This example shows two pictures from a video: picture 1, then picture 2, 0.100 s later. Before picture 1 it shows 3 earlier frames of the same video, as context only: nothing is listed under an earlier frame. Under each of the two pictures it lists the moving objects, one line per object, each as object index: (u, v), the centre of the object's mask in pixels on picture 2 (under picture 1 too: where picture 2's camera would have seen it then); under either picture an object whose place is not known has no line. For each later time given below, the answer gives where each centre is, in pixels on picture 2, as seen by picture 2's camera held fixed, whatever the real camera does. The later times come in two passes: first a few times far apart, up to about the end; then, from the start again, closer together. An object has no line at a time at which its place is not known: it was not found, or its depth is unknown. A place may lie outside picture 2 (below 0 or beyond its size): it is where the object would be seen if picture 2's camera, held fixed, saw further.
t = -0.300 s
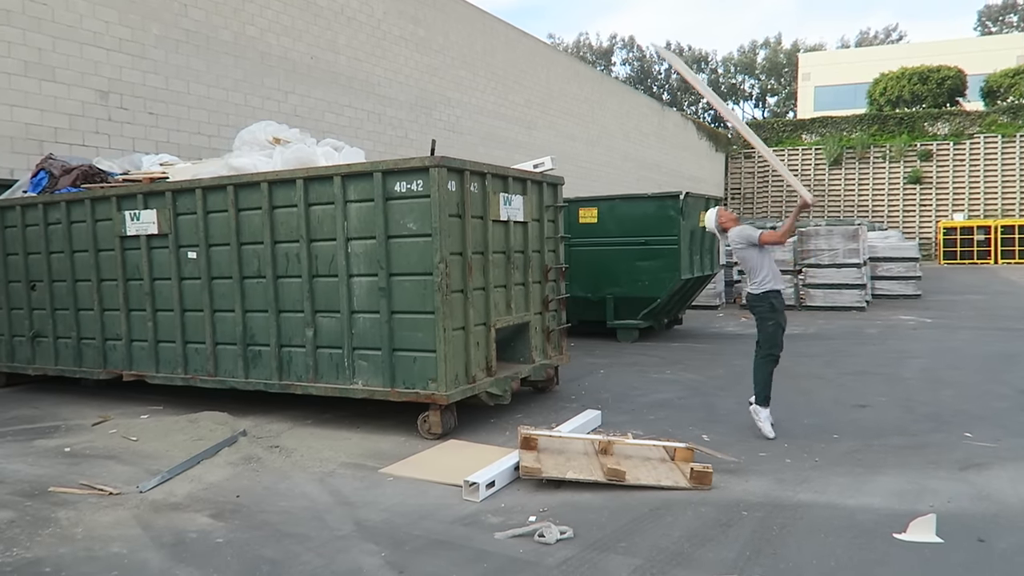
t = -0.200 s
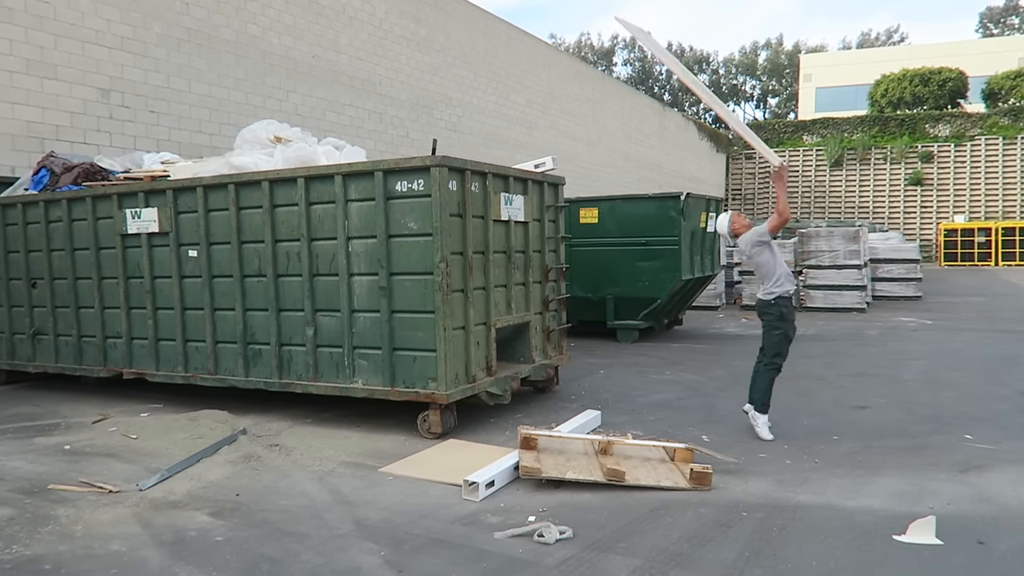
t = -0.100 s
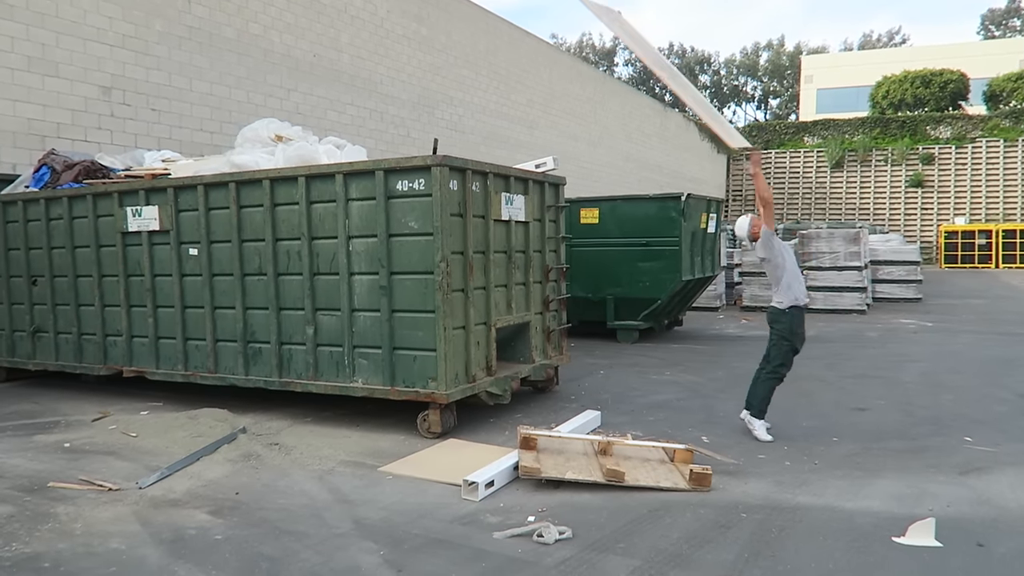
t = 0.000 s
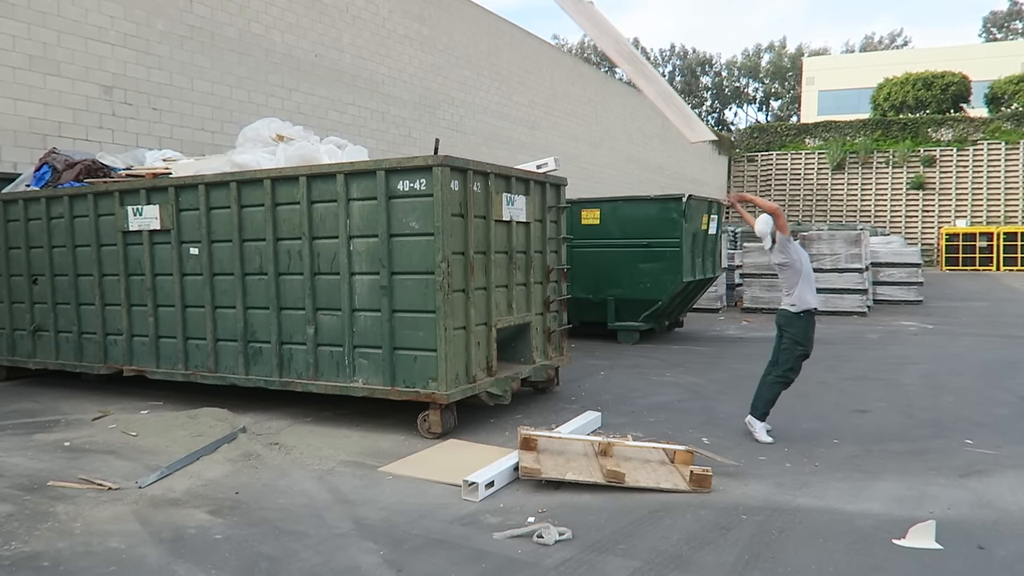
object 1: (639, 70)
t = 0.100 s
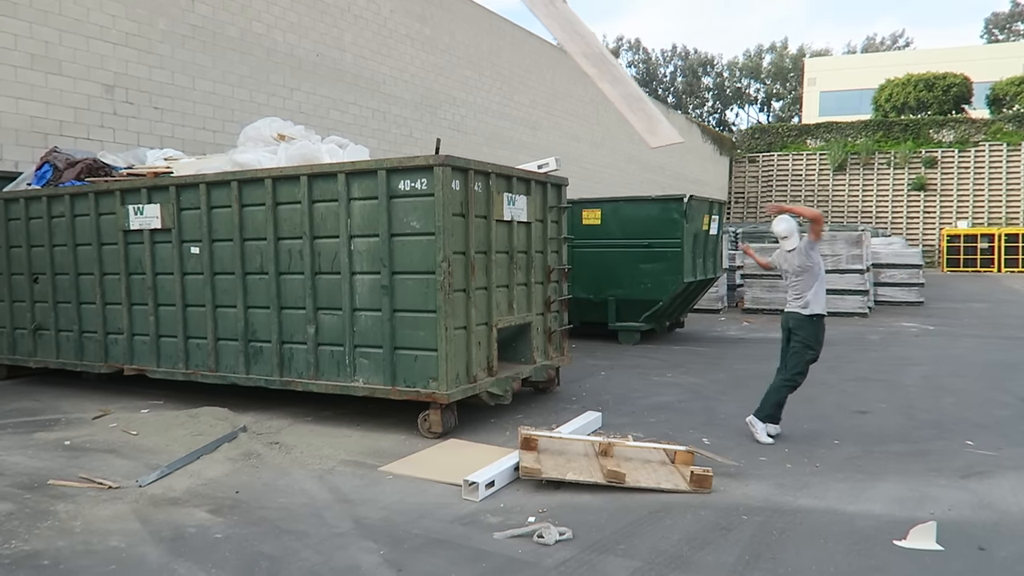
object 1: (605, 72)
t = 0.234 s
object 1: (560, 88)
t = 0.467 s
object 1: (498, 162)
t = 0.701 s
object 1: (523, 249)
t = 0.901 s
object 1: (545, 329)
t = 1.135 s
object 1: (578, 368)
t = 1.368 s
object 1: (592, 371)
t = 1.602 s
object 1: (593, 374)
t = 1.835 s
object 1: (592, 384)
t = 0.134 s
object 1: (593, 74)
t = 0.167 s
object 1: (581, 77)
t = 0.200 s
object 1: (570, 81)
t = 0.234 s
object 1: (560, 88)
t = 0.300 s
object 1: (541, 104)
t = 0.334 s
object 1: (532, 114)
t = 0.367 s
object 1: (522, 124)
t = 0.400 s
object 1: (513, 136)
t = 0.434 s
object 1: (504, 149)
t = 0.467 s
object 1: (498, 162)
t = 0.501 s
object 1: (516, 210)
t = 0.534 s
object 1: (512, 215)
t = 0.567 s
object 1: (513, 219)
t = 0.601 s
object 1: (516, 224)
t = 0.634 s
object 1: (518, 231)
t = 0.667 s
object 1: (520, 239)
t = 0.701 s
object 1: (523, 249)
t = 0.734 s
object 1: (527, 259)
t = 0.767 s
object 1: (530, 270)
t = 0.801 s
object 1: (534, 283)
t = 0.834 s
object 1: (538, 297)
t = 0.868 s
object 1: (542, 312)
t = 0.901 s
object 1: (545, 329)
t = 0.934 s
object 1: (549, 347)
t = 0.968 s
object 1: (553, 367)
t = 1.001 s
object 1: (559, 372)
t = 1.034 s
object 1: (566, 374)
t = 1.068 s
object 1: (571, 372)
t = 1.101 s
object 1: (574, 370)
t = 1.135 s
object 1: (578, 368)
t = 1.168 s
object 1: (581, 368)
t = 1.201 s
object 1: (584, 369)
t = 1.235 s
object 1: (588, 371)
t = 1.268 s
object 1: (589, 371)
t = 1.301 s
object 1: (590, 372)
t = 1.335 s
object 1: (591, 371)
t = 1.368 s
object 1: (592, 371)
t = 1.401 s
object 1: (592, 372)
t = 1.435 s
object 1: (593, 372)
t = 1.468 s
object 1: (594, 372)
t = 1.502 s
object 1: (594, 373)
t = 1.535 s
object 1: (594, 374)
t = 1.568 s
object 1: (593, 374)
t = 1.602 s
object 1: (593, 374)
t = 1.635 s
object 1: (593, 375)
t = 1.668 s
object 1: (592, 376)
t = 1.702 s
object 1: (592, 377)
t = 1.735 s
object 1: (592, 378)
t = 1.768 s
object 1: (592, 379)
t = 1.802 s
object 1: (592, 381)
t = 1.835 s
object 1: (592, 384)
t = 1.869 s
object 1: (592, 387)
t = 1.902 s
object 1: (593, 391)
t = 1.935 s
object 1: (593, 396)
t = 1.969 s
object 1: (594, 402)
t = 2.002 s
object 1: (593, 410)
